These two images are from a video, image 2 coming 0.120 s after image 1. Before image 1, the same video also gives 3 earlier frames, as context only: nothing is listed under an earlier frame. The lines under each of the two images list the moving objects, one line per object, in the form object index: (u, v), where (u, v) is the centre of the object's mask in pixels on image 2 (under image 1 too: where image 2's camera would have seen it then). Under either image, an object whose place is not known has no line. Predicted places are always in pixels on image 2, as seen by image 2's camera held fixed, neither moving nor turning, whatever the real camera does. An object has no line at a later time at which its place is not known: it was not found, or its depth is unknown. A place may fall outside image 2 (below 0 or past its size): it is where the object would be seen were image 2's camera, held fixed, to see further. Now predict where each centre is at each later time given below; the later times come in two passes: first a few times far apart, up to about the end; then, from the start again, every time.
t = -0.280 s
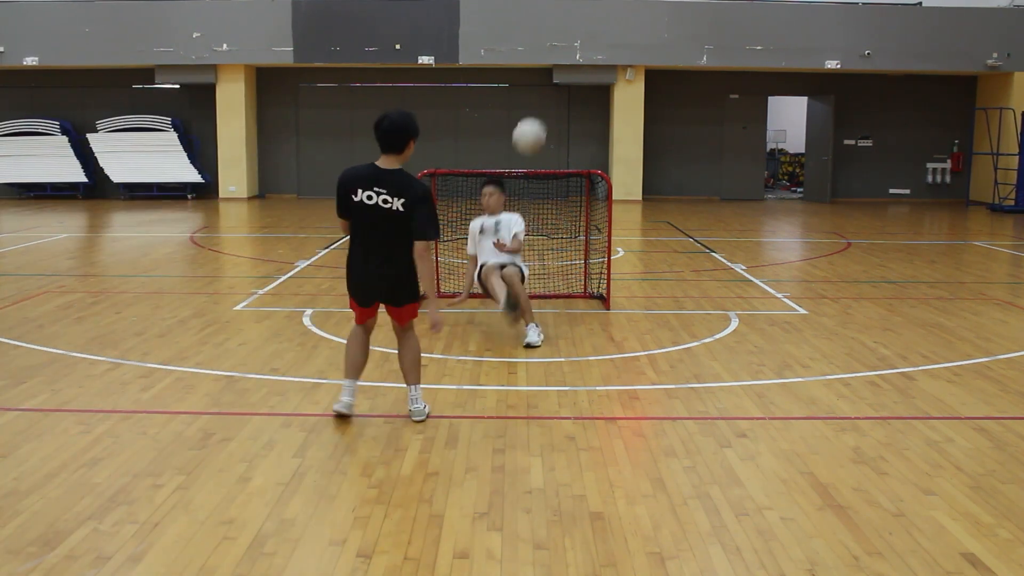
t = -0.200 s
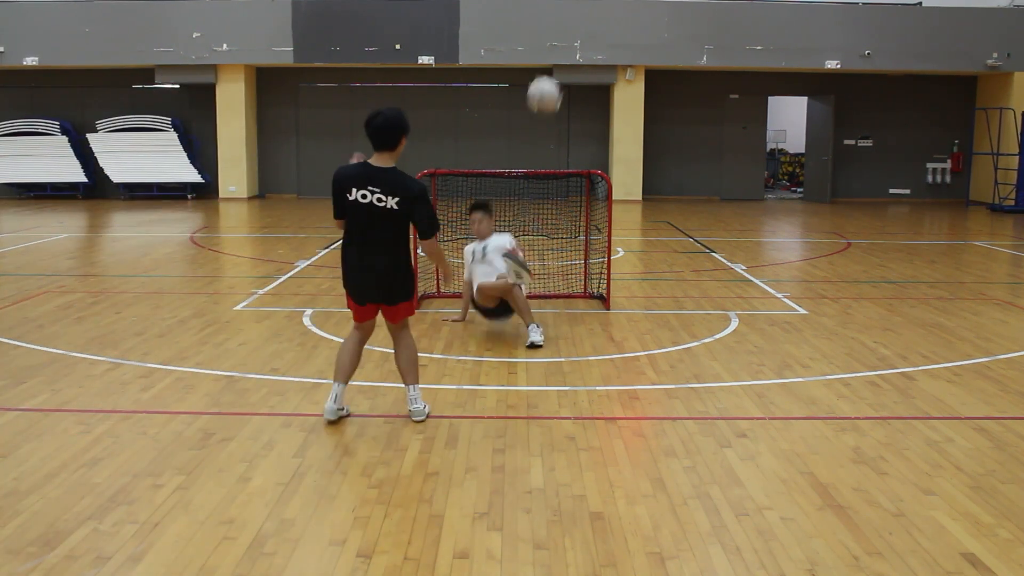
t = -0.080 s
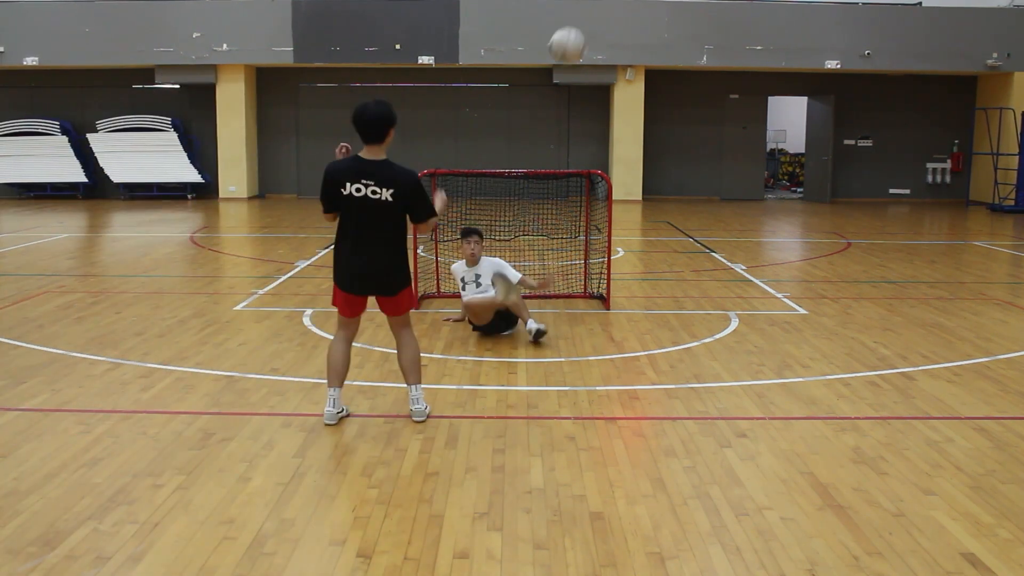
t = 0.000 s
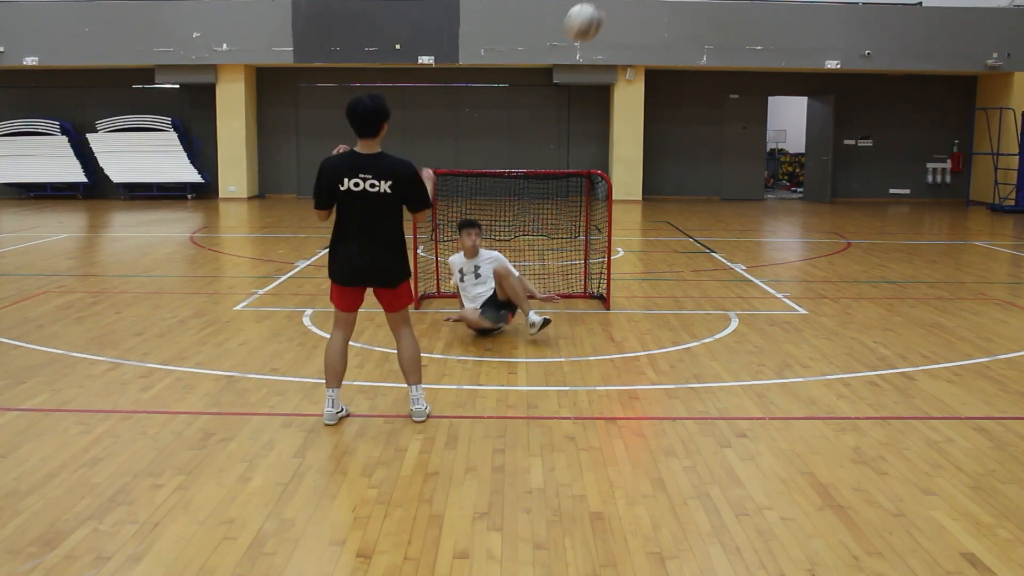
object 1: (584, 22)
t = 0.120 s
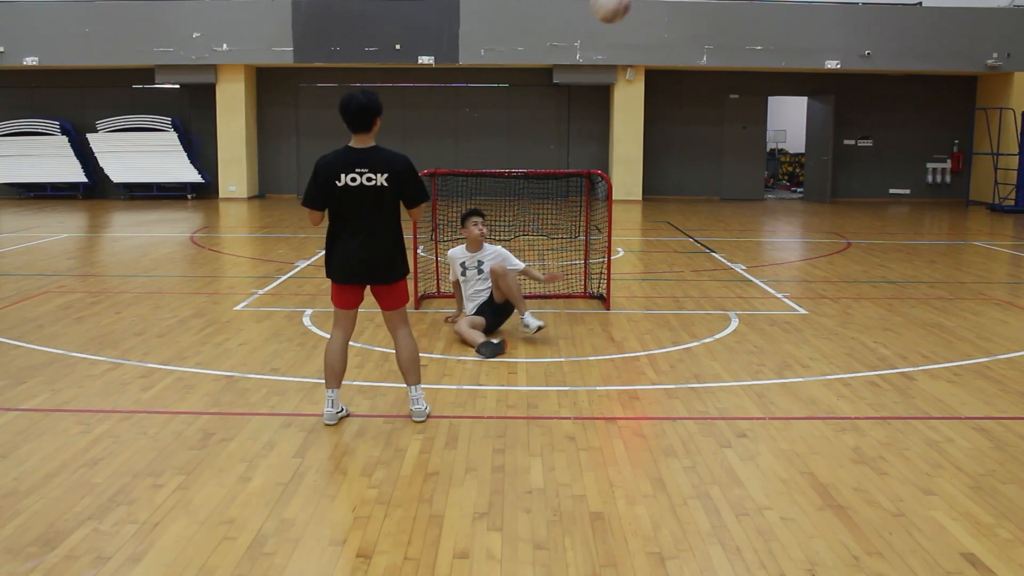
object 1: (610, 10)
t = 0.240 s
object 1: (641, 12)
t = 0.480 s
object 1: (712, 107)
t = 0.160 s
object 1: (621, 9)
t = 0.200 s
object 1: (632, 10)
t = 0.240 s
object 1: (641, 12)
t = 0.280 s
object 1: (652, 17)
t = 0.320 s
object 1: (663, 25)
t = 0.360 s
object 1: (675, 39)
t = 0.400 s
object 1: (687, 59)
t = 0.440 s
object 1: (700, 81)
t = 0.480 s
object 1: (712, 107)
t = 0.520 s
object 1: (726, 138)
